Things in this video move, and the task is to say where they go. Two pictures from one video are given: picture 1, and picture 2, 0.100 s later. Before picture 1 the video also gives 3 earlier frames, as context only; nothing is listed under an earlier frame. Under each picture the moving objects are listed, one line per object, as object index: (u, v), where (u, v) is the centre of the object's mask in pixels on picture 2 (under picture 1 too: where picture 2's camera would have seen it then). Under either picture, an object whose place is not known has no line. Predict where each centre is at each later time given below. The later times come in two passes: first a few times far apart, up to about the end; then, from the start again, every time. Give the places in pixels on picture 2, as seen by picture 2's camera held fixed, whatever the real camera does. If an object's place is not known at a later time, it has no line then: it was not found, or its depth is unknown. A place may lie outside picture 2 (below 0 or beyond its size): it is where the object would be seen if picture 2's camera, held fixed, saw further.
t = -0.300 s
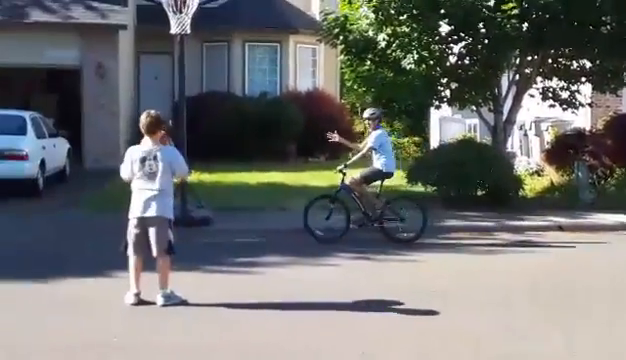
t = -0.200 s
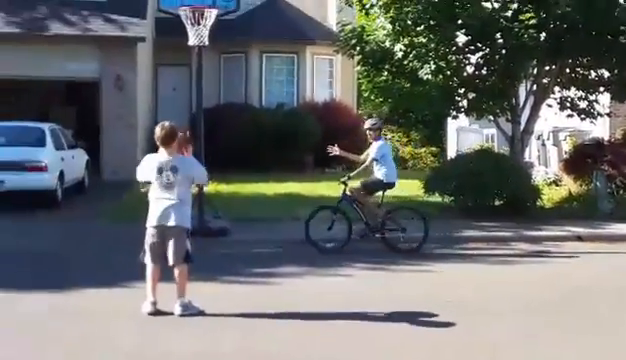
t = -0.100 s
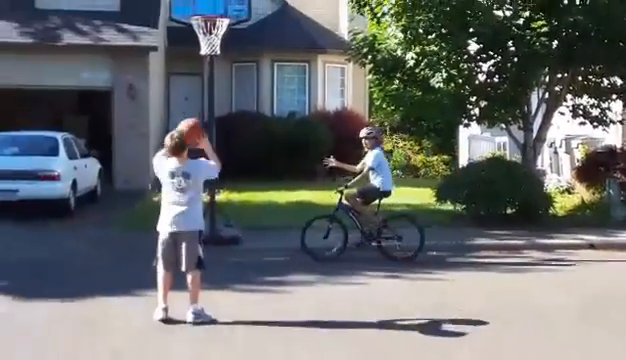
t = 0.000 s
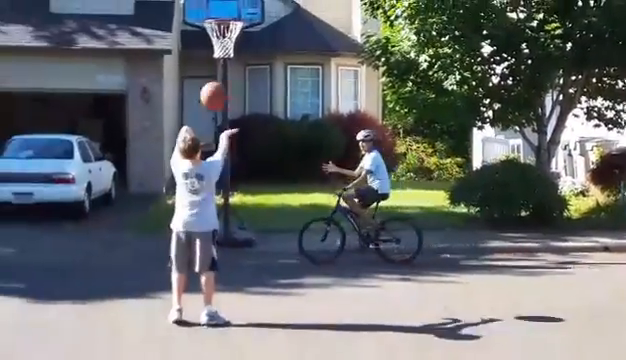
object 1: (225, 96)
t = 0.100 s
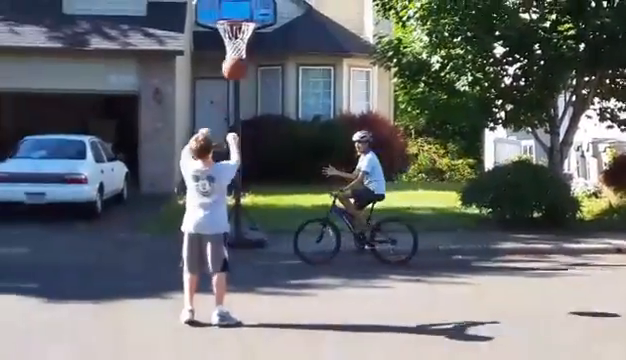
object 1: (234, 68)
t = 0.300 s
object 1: (254, 47)
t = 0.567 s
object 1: (272, 77)
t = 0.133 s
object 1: (237, 61)
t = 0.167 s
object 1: (242, 56)
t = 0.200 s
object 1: (247, 51)
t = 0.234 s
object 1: (249, 51)
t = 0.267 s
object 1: (252, 50)
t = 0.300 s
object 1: (254, 47)
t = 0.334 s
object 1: (256, 48)
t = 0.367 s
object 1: (257, 47)
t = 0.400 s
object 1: (260, 51)
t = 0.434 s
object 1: (261, 53)
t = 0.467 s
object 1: (264, 57)
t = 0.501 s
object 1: (265, 63)
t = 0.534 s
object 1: (269, 69)
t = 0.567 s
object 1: (272, 77)
